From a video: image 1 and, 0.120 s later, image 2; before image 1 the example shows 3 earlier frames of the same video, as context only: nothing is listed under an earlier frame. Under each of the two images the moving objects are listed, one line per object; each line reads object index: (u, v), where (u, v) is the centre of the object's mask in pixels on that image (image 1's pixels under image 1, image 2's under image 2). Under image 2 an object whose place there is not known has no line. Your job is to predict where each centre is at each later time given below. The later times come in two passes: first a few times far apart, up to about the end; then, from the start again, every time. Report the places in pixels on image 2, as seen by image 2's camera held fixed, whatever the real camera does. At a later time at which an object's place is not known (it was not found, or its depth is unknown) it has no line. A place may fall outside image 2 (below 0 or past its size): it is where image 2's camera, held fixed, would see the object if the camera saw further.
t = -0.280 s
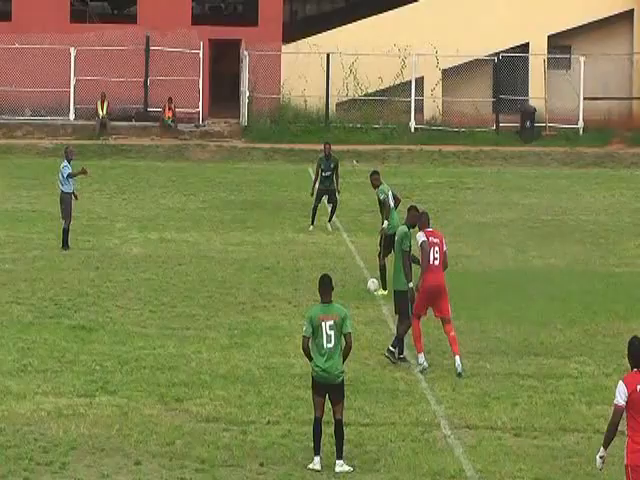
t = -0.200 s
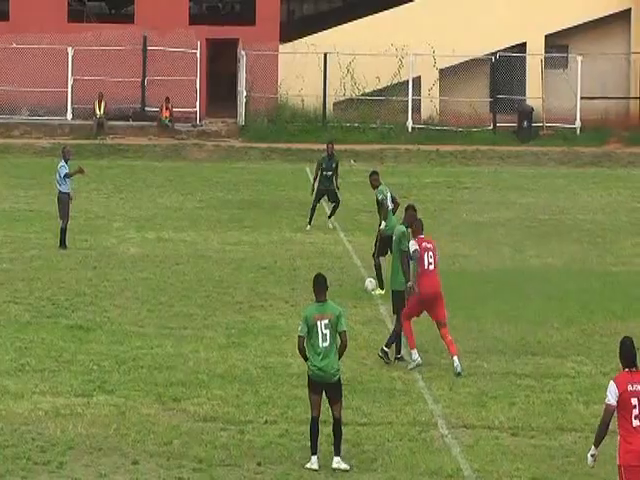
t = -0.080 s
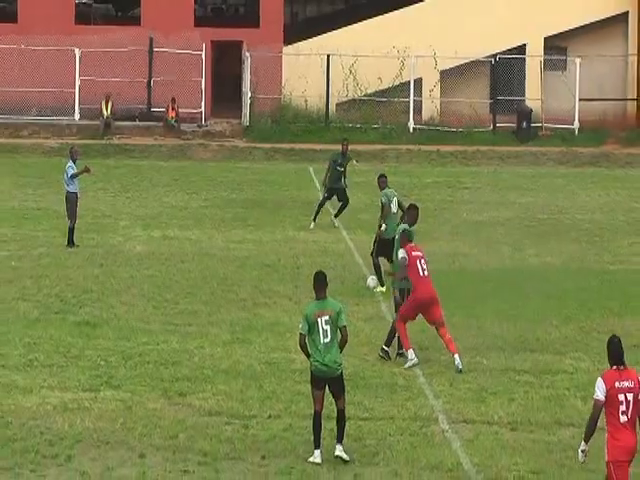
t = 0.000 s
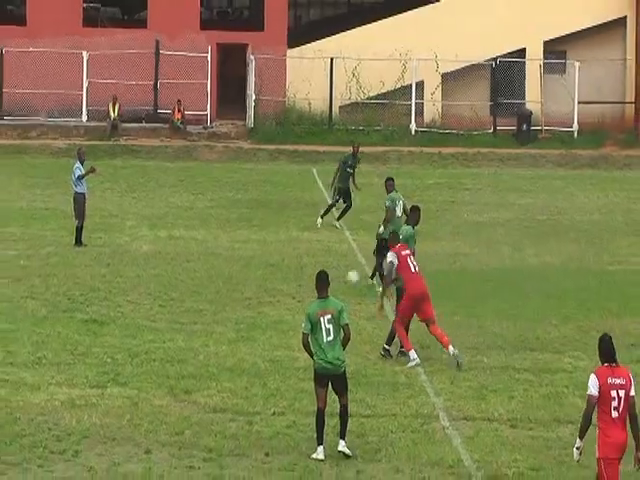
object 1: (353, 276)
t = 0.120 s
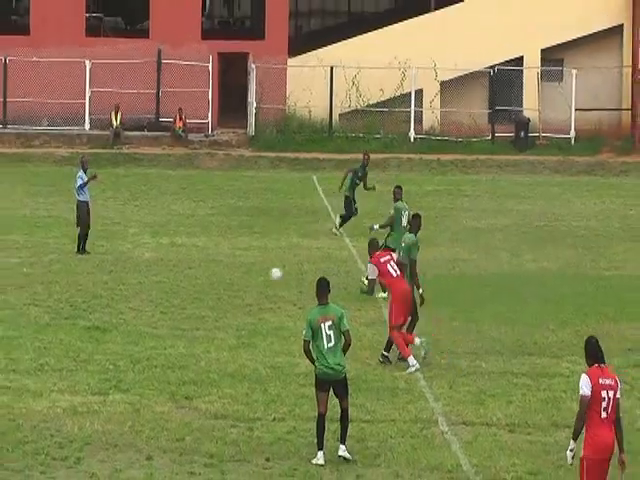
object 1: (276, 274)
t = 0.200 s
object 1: (225, 273)
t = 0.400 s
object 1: (118, 266)
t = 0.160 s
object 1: (250, 272)
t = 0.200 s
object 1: (225, 273)
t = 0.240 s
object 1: (201, 273)
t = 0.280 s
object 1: (177, 276)
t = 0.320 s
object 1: (153, 277)
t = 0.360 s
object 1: (135, 271)
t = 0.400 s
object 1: (118, 266)
